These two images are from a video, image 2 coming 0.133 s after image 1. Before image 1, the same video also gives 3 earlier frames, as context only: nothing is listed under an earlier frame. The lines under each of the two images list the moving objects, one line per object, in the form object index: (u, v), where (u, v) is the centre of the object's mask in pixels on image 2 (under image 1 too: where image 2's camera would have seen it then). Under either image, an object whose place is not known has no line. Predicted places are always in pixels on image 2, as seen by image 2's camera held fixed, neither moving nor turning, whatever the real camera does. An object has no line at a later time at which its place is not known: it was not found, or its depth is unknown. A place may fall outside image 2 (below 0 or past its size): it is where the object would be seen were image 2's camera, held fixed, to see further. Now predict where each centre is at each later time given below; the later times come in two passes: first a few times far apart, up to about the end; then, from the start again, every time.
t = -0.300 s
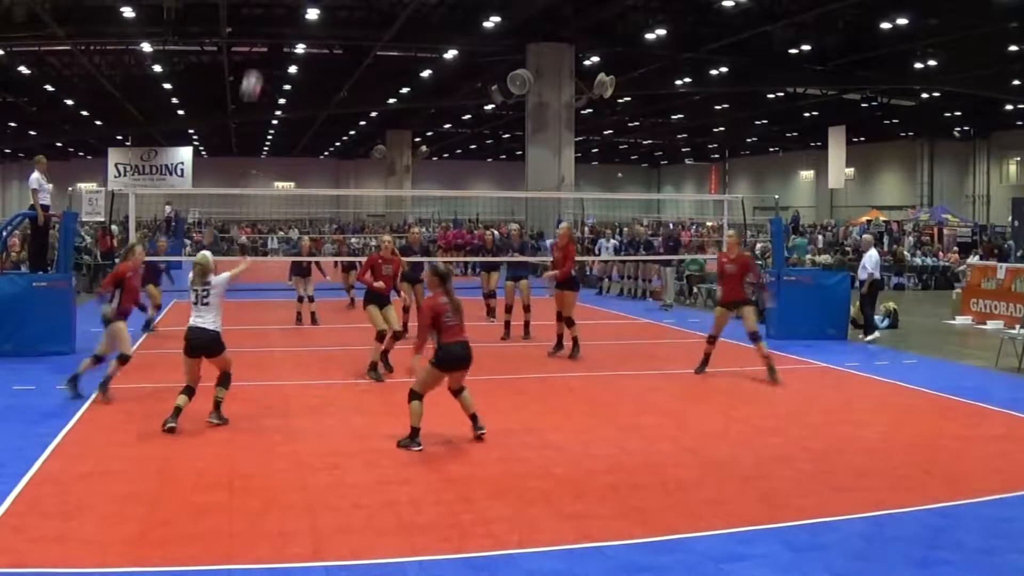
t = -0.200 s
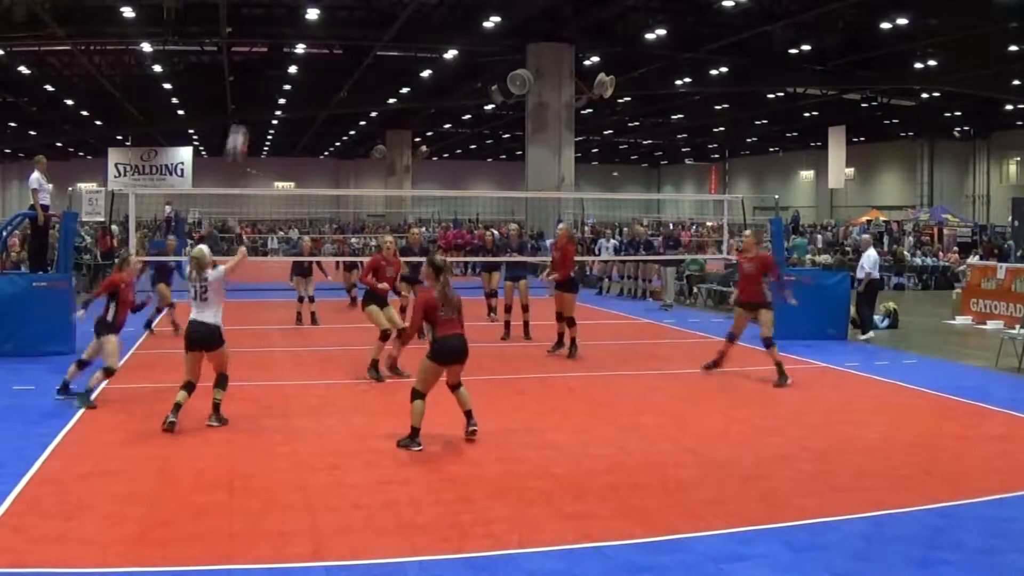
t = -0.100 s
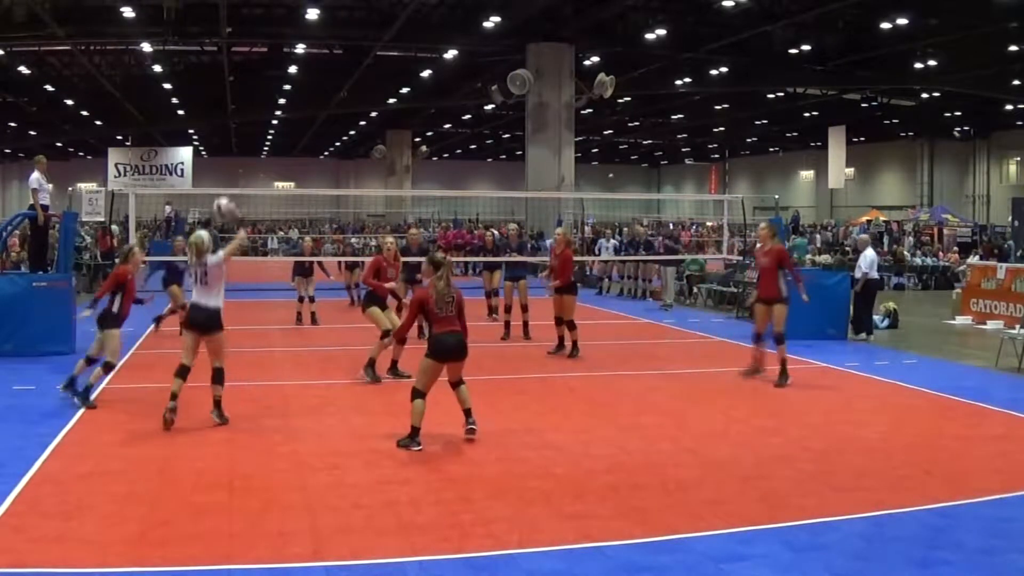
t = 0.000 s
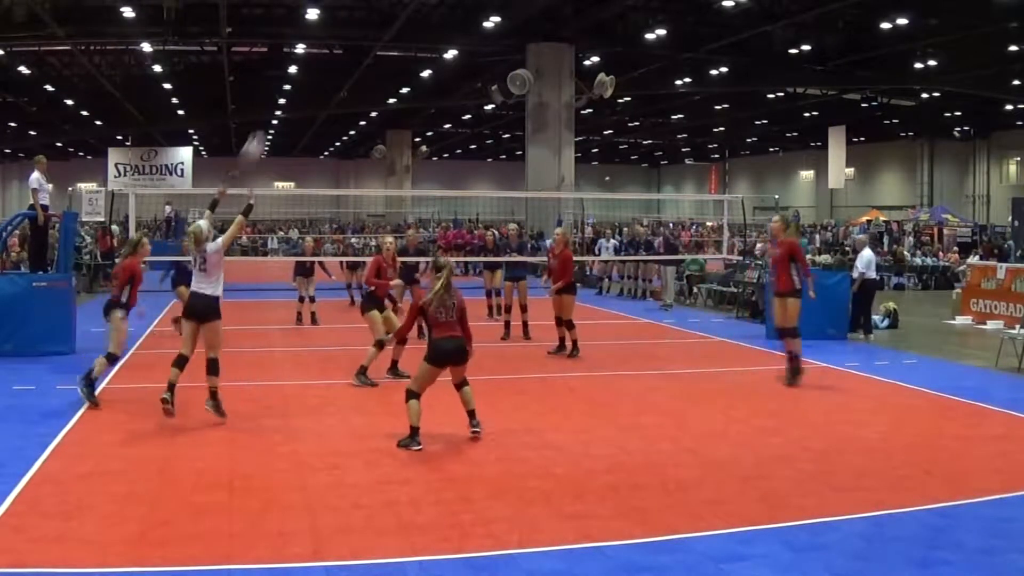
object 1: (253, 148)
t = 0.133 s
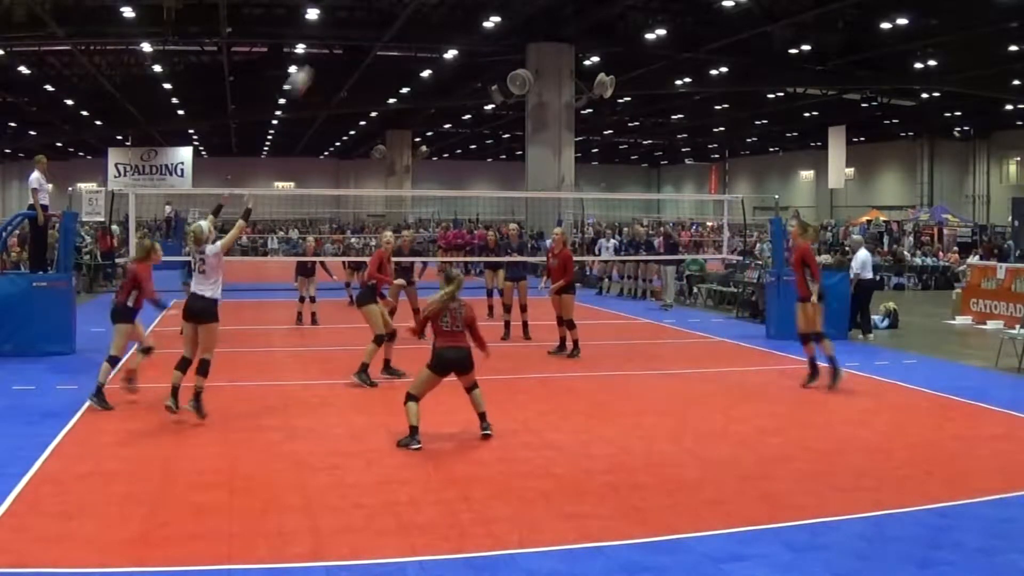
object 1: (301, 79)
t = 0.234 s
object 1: (331, 45)
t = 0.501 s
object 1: (401, 7)
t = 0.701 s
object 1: (444, 18)
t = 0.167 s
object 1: (310, 67)
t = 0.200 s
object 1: (320, 56)
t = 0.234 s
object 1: (331, 45)
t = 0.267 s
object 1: (340, 37)
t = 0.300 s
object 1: (350, 29)
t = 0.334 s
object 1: (360, 22)
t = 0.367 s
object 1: (368, 17)
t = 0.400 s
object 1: (377, 13)
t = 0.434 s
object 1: (385, 10)
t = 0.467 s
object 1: (392, 8)
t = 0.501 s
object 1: (401, 7)
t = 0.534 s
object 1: (408, 7)
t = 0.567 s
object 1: (416, 7)
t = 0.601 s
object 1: (423, 8)
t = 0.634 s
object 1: (431, 10)
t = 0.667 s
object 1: (438, 14)
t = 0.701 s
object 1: (444, 18)
